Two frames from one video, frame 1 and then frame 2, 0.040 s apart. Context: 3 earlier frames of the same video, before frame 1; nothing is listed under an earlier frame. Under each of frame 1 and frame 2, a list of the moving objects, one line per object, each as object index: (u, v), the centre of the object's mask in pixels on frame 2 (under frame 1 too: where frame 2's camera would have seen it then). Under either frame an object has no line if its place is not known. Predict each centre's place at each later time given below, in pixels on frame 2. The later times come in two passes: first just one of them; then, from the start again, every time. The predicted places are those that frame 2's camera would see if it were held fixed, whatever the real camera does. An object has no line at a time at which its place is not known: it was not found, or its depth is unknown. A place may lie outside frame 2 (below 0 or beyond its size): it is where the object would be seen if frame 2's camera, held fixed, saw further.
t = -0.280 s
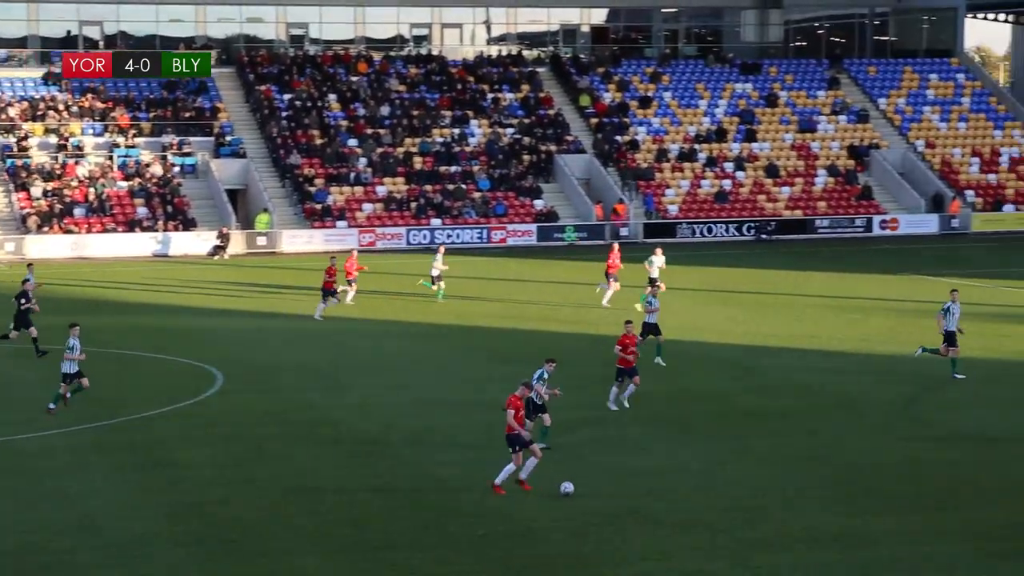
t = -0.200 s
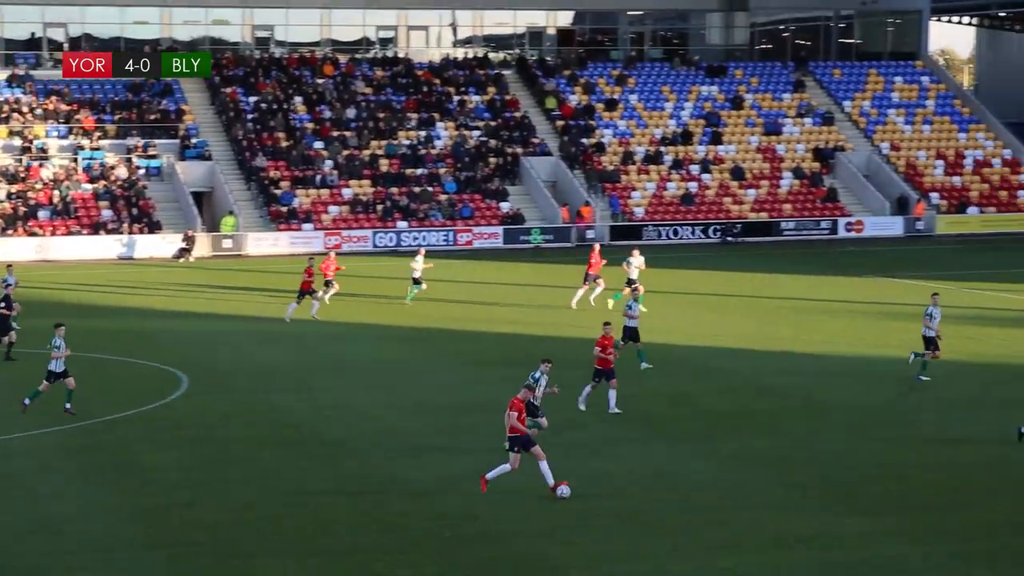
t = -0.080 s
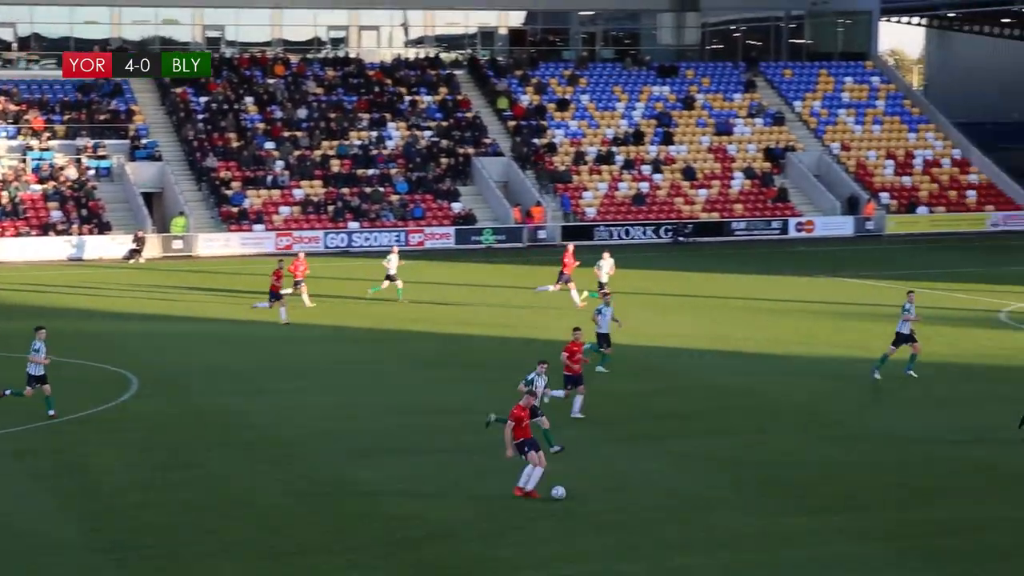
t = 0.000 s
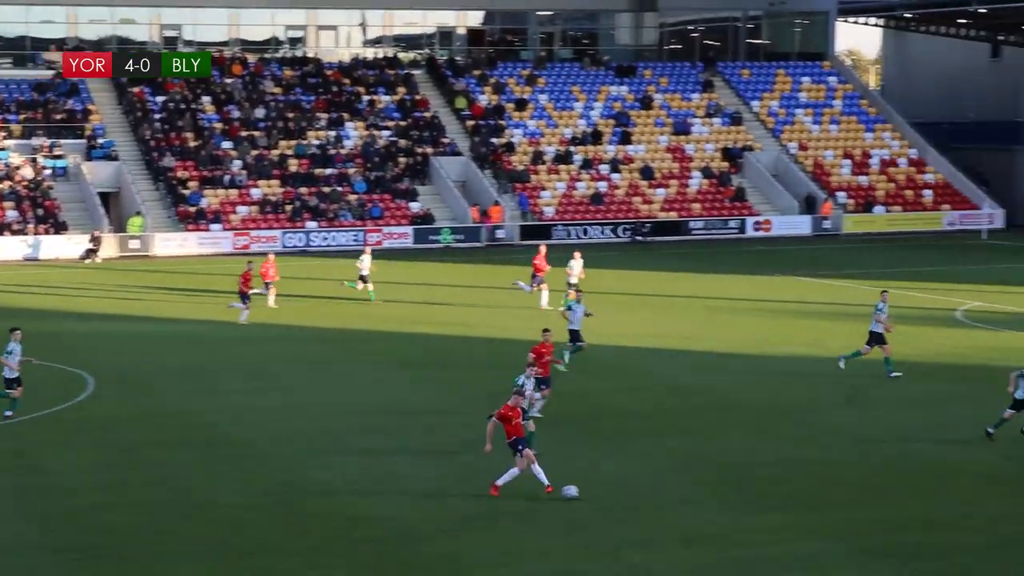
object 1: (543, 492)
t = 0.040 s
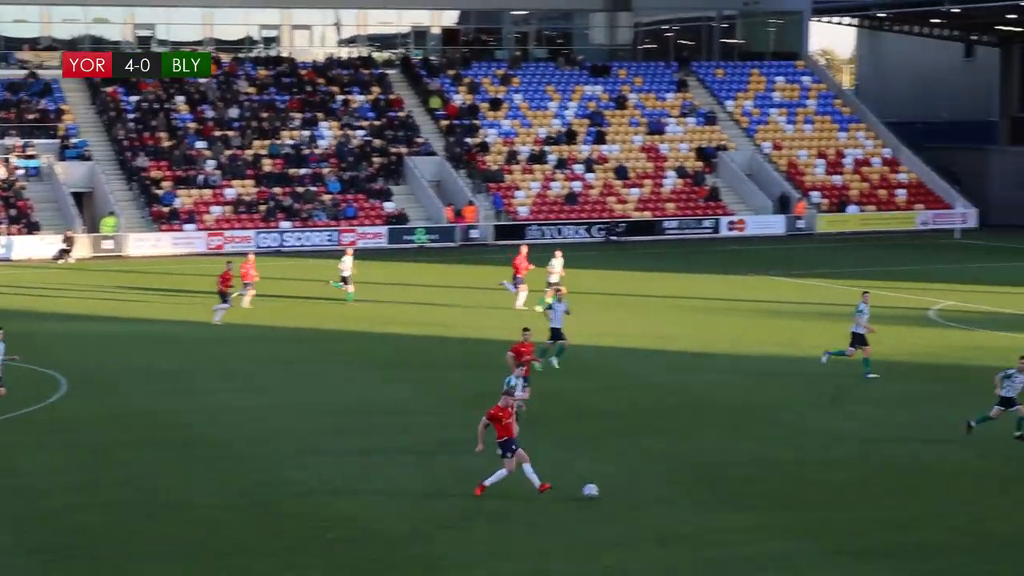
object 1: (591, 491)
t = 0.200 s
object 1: (780, 503)
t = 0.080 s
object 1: (637, 492)
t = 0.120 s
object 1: (685, 494)
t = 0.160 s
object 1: (733, 499)
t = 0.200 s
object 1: (780, 503)
